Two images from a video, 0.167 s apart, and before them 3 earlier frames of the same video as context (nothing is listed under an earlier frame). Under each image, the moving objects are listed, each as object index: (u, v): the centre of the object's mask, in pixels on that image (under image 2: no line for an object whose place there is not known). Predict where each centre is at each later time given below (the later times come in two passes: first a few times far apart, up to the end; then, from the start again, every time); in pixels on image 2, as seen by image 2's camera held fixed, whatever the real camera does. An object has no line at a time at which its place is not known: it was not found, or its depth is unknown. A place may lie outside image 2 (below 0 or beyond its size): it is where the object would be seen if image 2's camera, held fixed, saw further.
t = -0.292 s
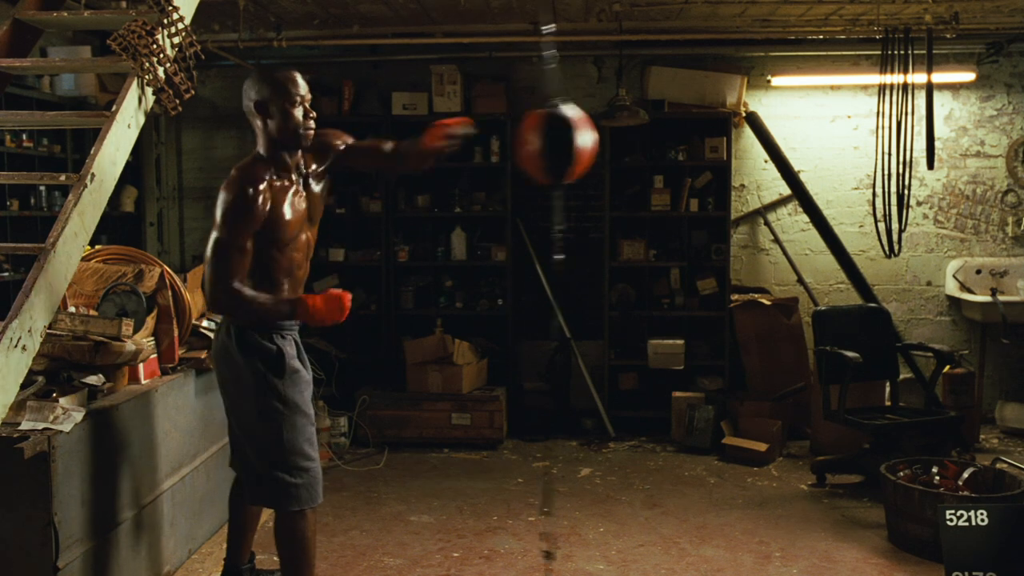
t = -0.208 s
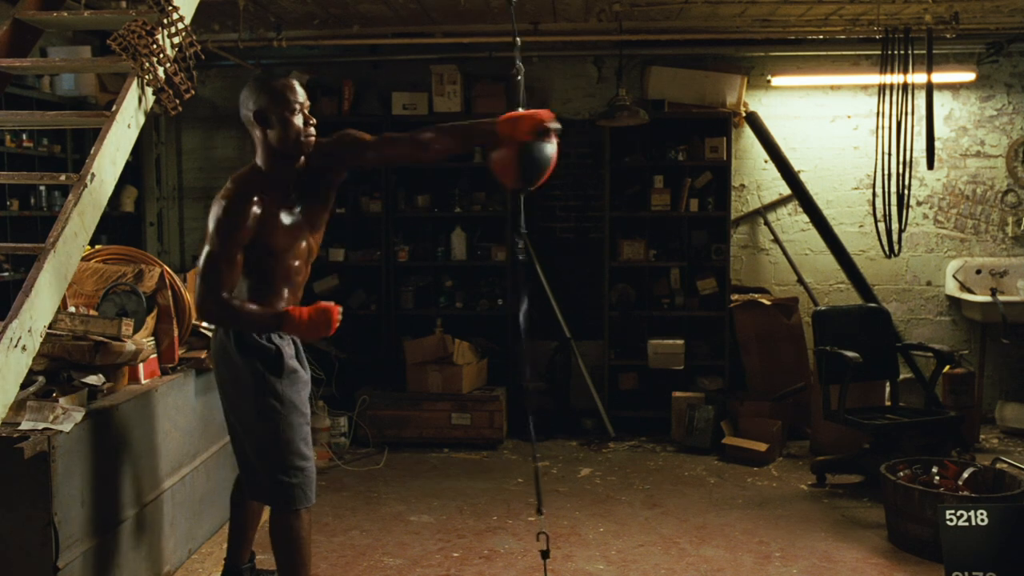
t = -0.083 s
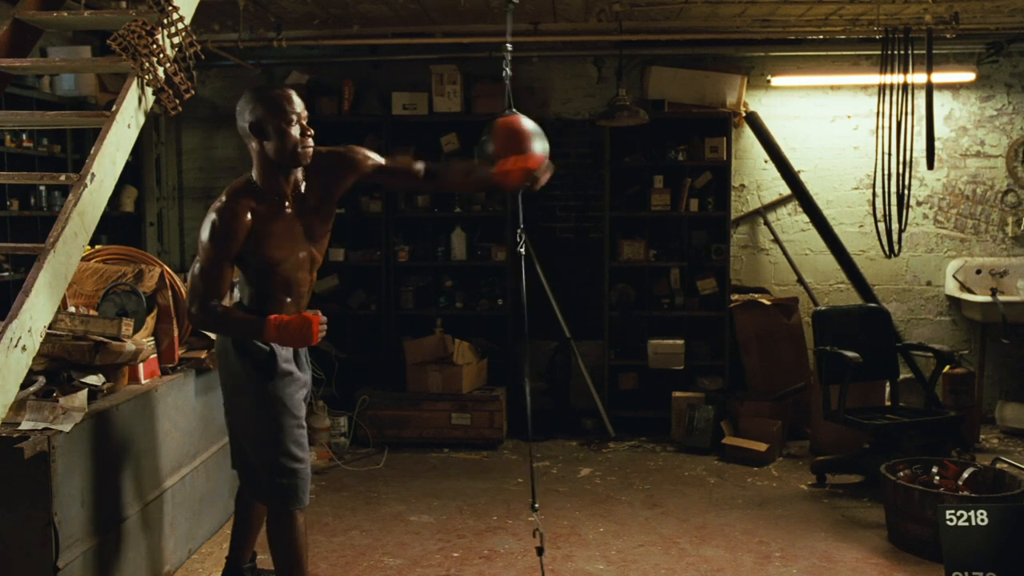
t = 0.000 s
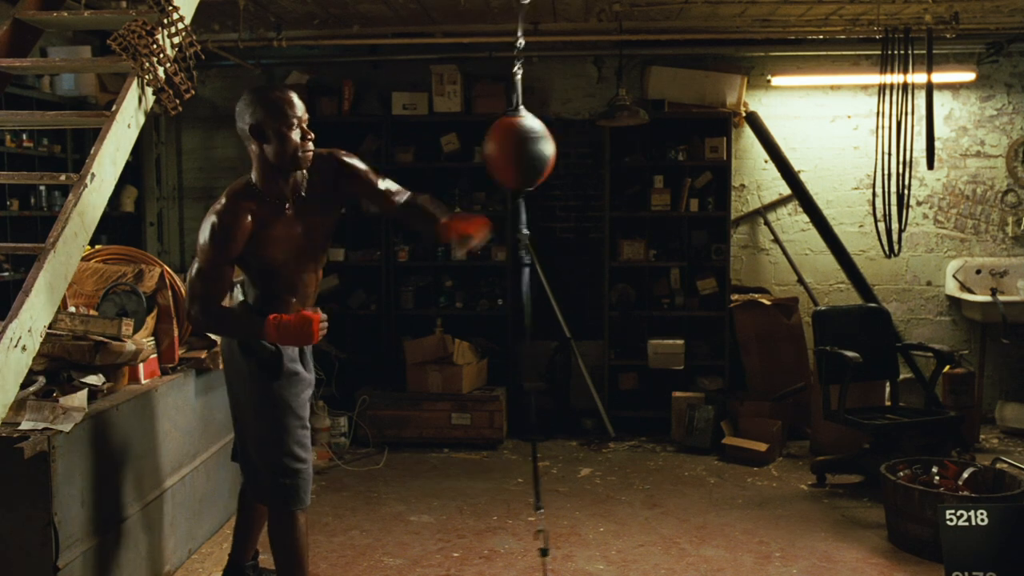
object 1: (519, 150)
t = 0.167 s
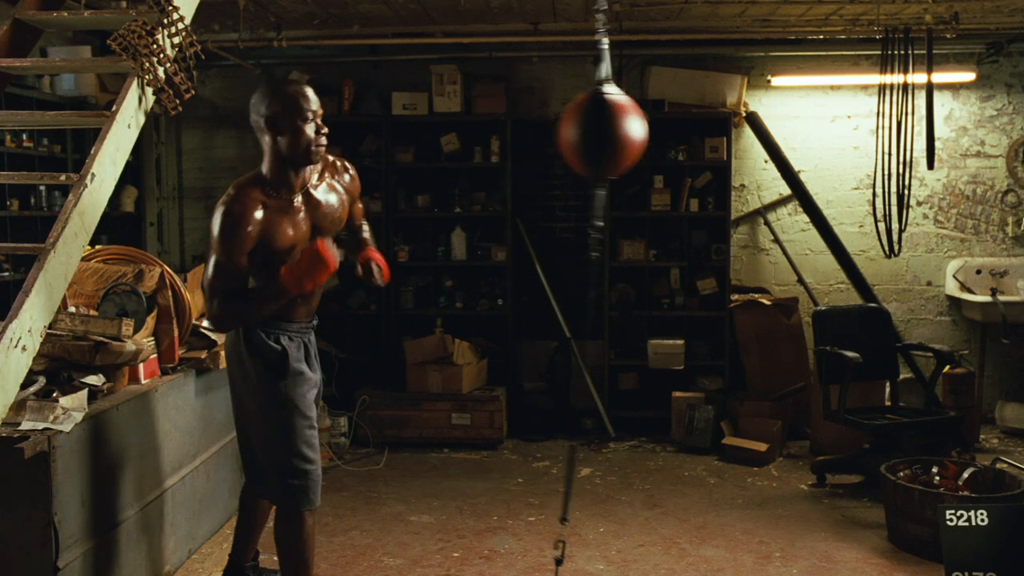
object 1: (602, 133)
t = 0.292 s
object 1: (619, 131)
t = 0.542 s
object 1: (501, 148)
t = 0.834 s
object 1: (566, 141)
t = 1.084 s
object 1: (586, 131)
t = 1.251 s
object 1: (535, 142)
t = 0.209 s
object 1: (619, 133)
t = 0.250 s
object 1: (626, 132)
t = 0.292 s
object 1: (619, 131)
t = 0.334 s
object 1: (601, 132)
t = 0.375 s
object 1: (571, 133)
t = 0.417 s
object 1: (548, 135)
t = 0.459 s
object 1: (520, 139)
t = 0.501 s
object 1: (505, 146)
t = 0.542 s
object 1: (501, 148)
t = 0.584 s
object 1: (497, 152)
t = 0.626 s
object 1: (504, 152)
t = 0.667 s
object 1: (517, 149)
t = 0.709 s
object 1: (531, 146)
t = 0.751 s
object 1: (544, 143)
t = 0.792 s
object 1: (558, 141)
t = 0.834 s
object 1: (566, 141)
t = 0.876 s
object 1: (575, 139)
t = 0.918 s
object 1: (584, 135)
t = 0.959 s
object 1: (589, 131)
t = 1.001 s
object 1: (590, 130)
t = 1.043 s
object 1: (589, 130)
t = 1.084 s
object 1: (586, 131)
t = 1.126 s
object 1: (578, 134)
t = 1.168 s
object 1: (566, 137)
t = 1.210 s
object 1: (551, 139)
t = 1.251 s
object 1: (535, 142)
